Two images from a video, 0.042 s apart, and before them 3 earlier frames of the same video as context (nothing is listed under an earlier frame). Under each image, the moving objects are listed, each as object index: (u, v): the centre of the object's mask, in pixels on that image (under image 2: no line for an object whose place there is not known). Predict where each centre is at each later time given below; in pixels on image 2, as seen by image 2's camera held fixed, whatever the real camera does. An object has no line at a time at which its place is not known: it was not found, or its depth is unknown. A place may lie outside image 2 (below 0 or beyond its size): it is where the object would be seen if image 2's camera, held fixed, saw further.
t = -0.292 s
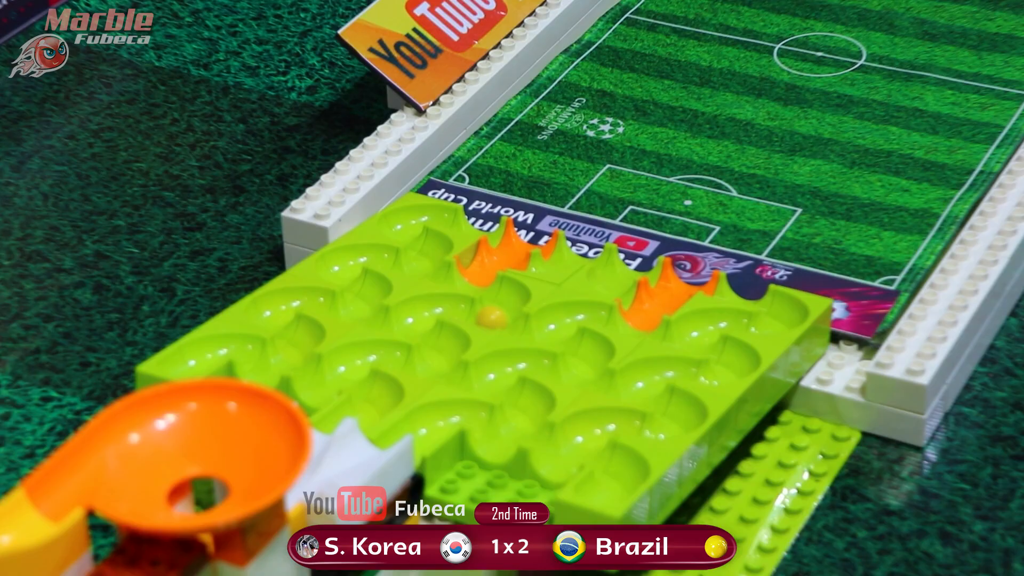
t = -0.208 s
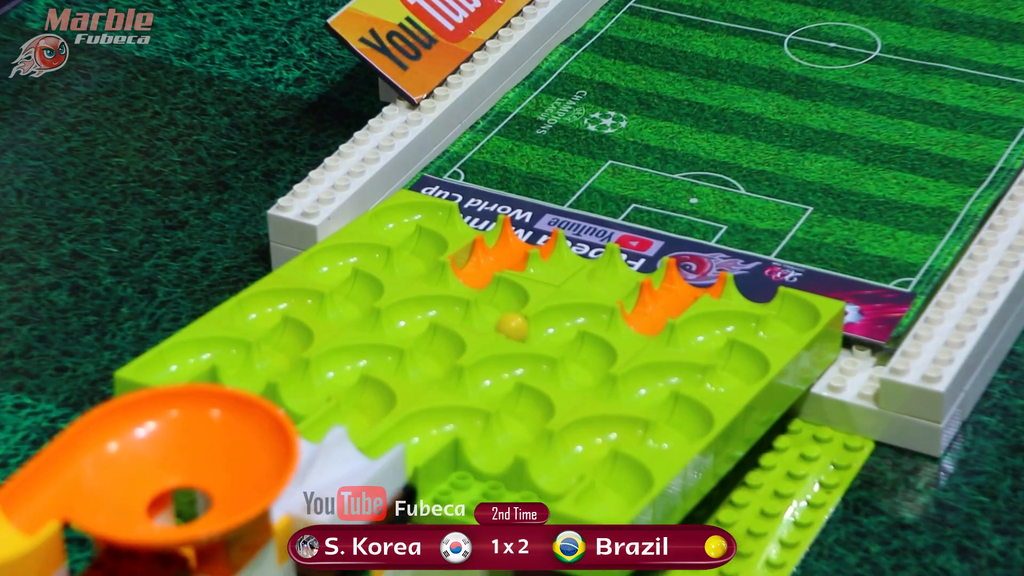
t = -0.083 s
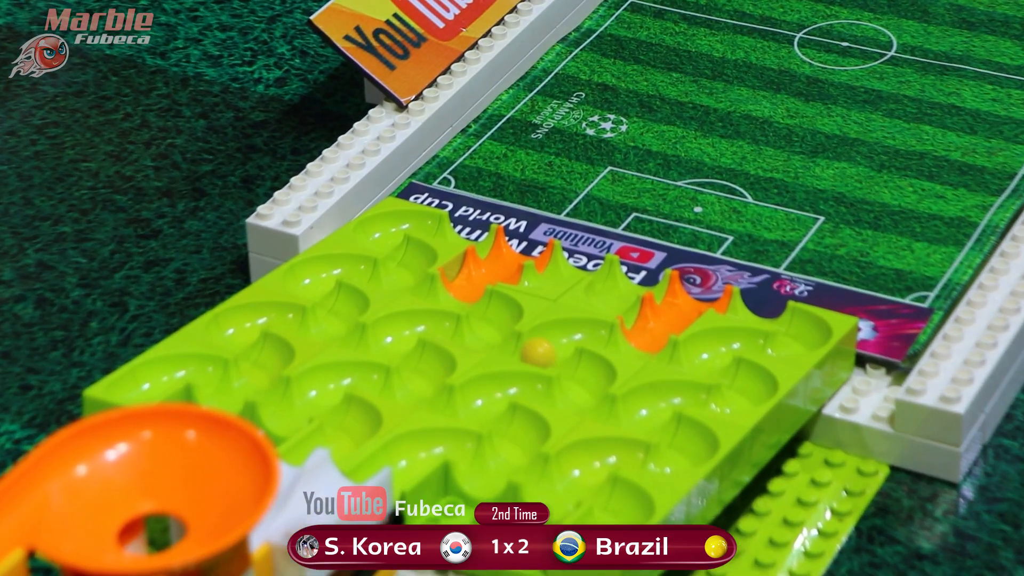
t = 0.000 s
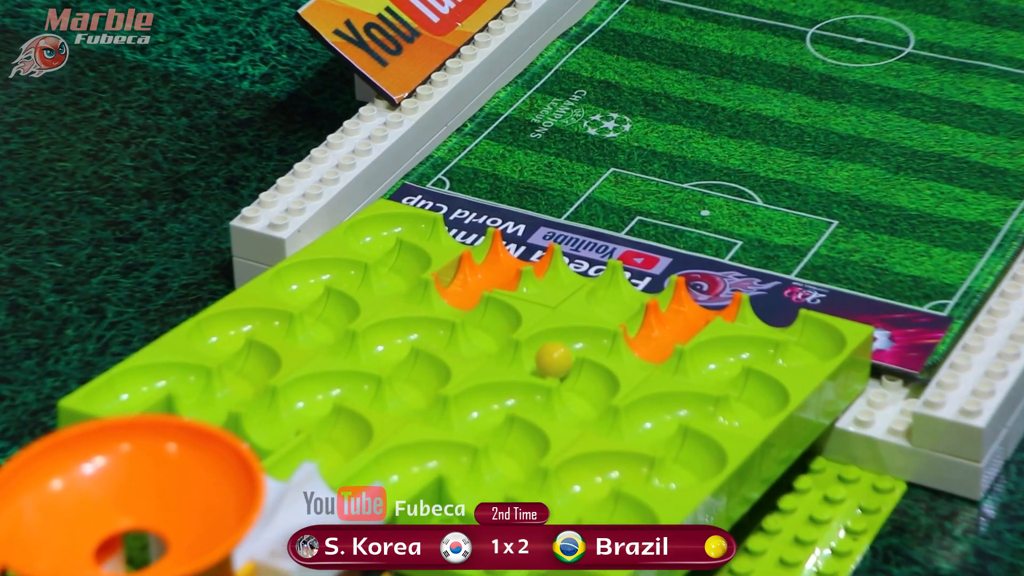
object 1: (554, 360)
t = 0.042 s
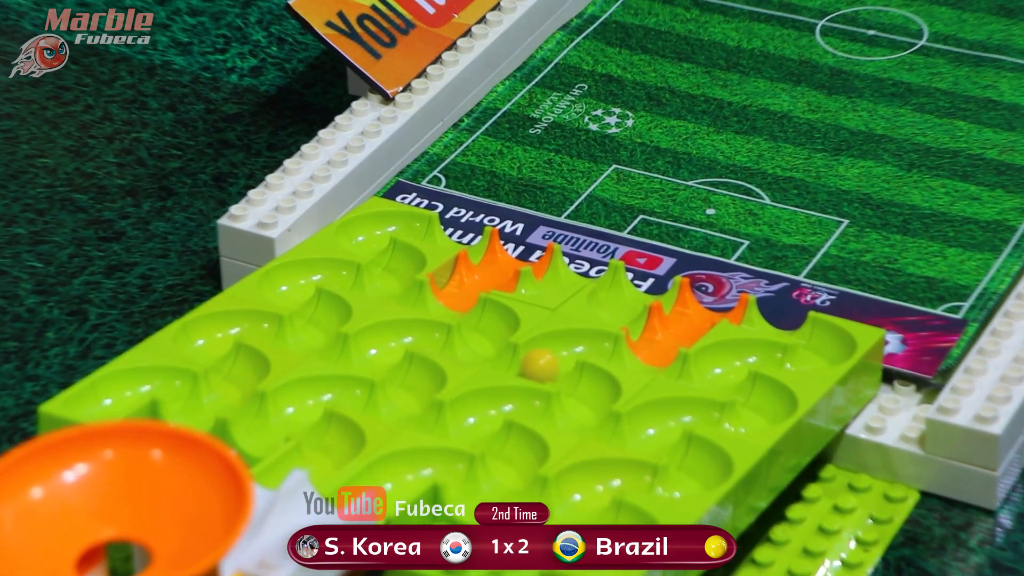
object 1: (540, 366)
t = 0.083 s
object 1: (530, 362)
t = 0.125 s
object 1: (523, 361)
